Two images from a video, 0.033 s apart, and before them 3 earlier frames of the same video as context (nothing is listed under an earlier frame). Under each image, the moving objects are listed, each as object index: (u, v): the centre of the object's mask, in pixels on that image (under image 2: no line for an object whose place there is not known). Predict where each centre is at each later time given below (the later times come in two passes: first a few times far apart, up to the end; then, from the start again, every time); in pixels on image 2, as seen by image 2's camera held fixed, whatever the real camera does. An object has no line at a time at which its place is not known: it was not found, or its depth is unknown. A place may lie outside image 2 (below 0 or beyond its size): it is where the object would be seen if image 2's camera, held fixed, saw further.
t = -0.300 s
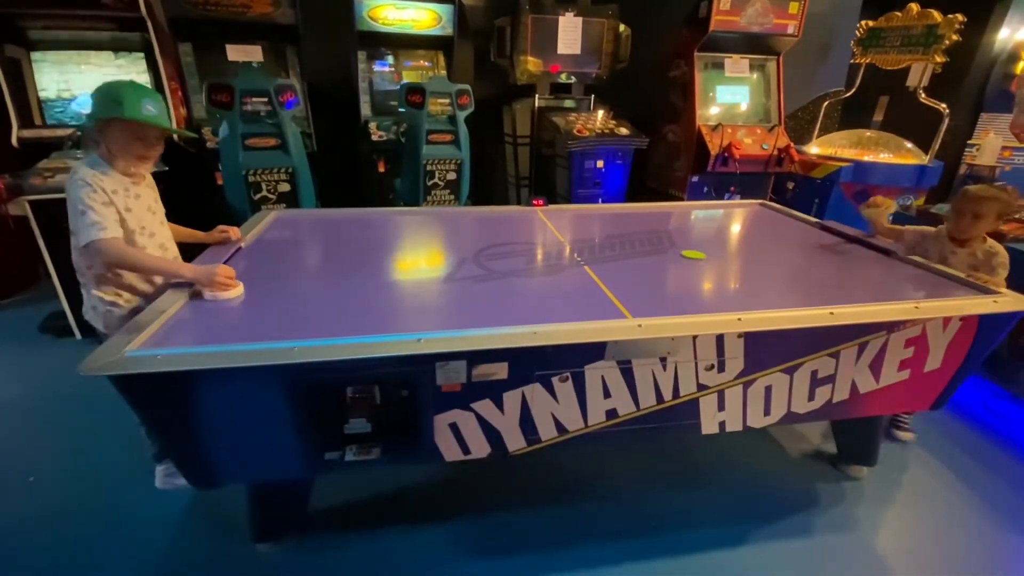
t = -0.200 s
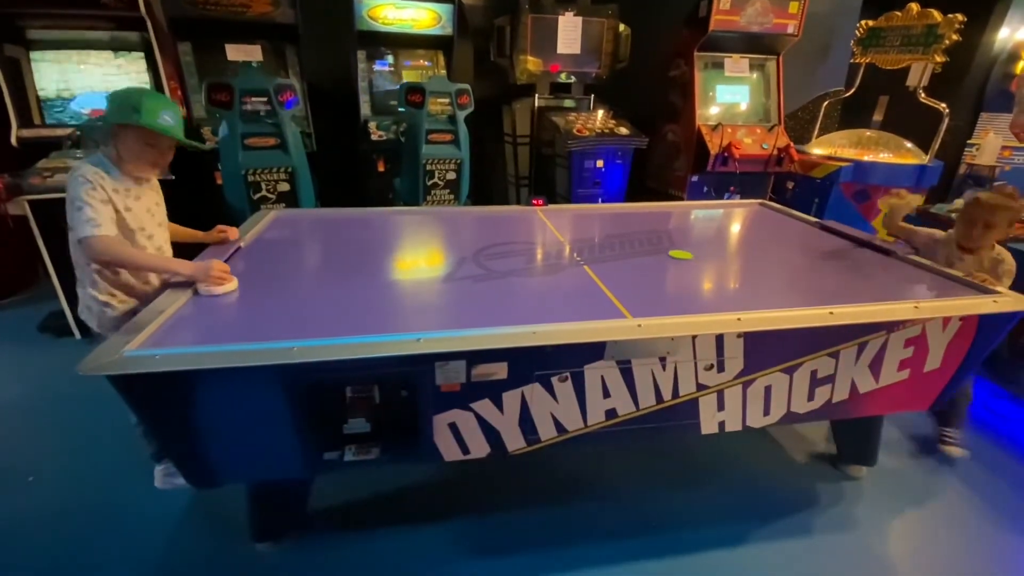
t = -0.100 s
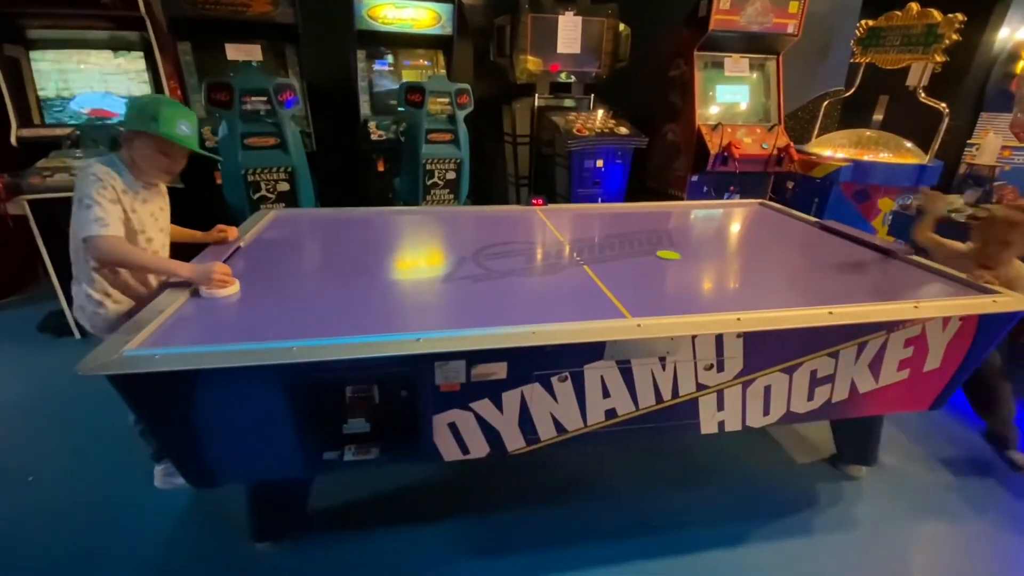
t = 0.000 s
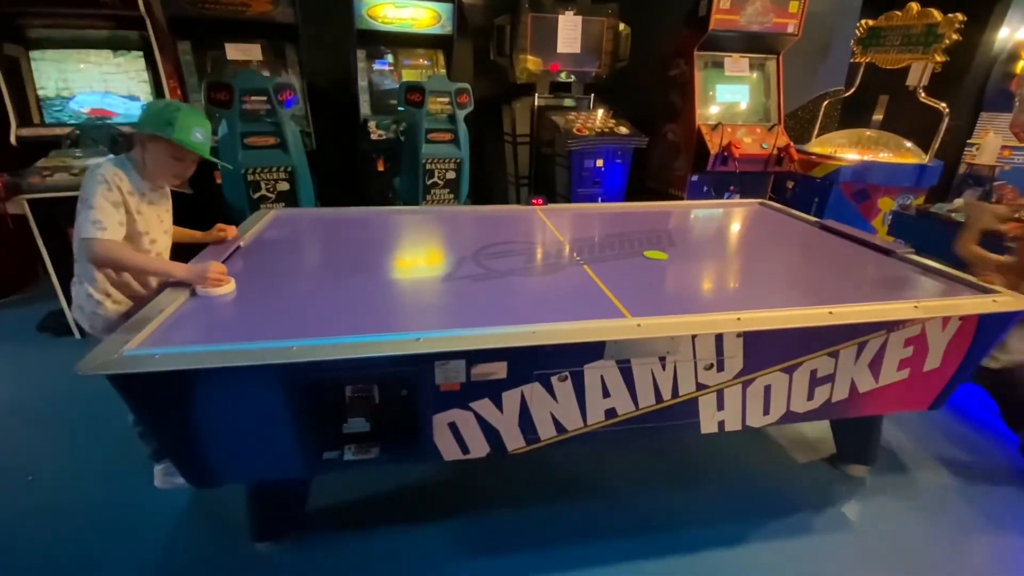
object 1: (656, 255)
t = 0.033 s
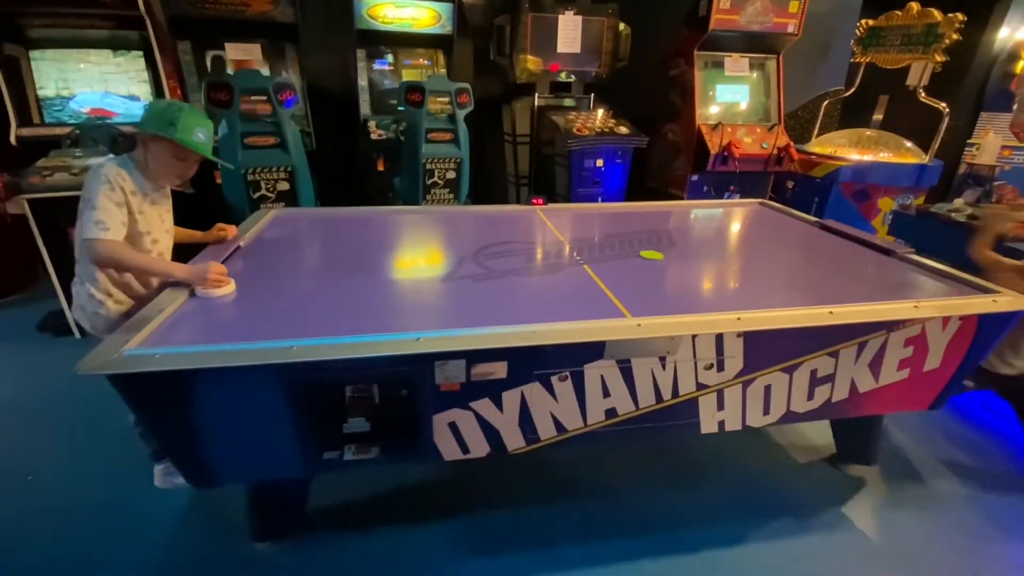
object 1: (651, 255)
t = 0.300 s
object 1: (619, 256)
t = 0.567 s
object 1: (586, 257)
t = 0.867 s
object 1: (551, 259)
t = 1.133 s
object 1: (519, 261)
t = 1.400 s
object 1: (488, 263)
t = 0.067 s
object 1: (647, 255)
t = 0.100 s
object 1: (643, 255)
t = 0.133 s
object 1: (639, 256)
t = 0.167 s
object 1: (635, 256)
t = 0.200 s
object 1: (631, 256)
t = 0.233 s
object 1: (627, 256)
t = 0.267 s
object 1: (623, 256)
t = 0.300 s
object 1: (619, 256)
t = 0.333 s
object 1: (614, 257)
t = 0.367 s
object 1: (610, 257)
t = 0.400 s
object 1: (606, 257)
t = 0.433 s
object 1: (602, 257)
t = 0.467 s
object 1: (598, 257)
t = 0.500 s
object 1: (594, 257)
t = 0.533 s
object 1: (590, 258)
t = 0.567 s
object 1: (586, 257)
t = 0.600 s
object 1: (582, 258)
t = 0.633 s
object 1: (578, 258)
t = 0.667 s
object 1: (574, 258)
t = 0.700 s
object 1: (571, 258)
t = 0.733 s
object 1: (567, 259)
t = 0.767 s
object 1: (563, 259)
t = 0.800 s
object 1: (558, 259)
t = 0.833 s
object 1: (555, 259)
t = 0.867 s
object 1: (551, 259)
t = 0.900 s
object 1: (547, 260)
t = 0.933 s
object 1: (543, 260)
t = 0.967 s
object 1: (539, 260)
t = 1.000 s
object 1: (535, 260)
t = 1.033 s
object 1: (531, 260)
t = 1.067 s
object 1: (527, 261)
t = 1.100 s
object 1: (523, 261)
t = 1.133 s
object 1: (519, 261)
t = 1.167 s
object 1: (515, 261)
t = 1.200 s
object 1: (511, 262)
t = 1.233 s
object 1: (508, 262)
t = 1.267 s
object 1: (504, 262)
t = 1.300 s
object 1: (500, 262)
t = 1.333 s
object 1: (496, 262)
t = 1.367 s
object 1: (492, 263)
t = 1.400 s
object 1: (488, 263)
